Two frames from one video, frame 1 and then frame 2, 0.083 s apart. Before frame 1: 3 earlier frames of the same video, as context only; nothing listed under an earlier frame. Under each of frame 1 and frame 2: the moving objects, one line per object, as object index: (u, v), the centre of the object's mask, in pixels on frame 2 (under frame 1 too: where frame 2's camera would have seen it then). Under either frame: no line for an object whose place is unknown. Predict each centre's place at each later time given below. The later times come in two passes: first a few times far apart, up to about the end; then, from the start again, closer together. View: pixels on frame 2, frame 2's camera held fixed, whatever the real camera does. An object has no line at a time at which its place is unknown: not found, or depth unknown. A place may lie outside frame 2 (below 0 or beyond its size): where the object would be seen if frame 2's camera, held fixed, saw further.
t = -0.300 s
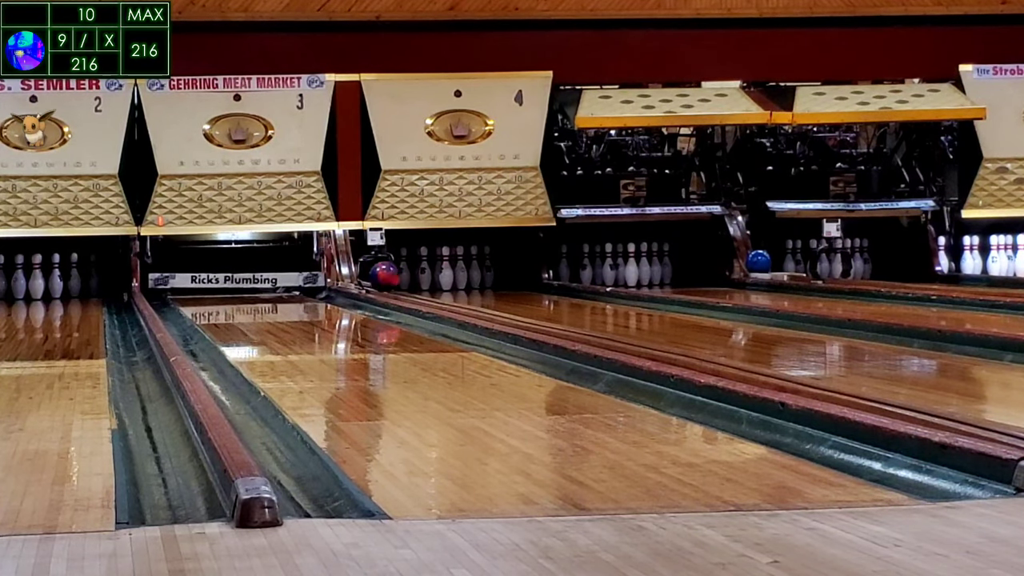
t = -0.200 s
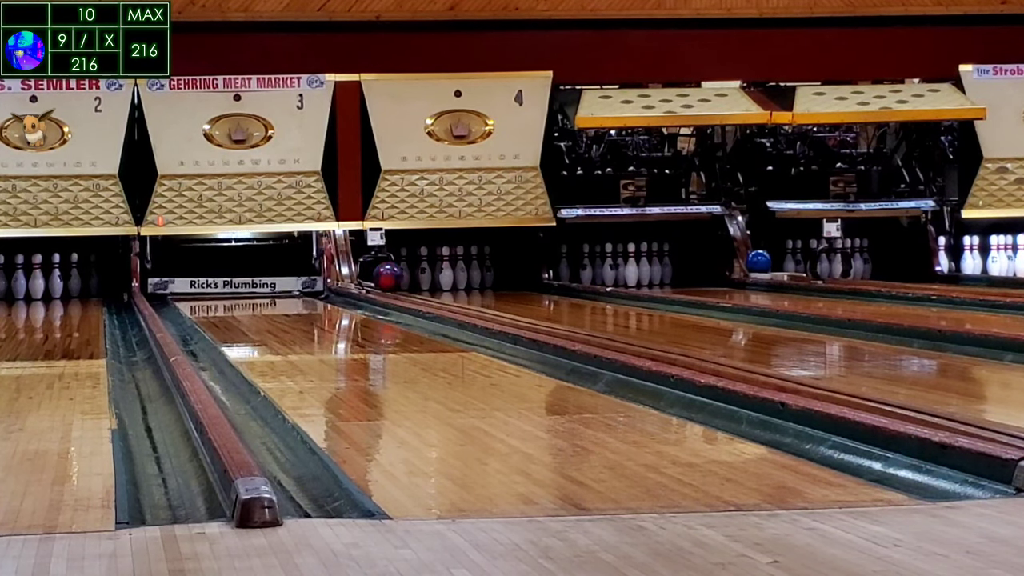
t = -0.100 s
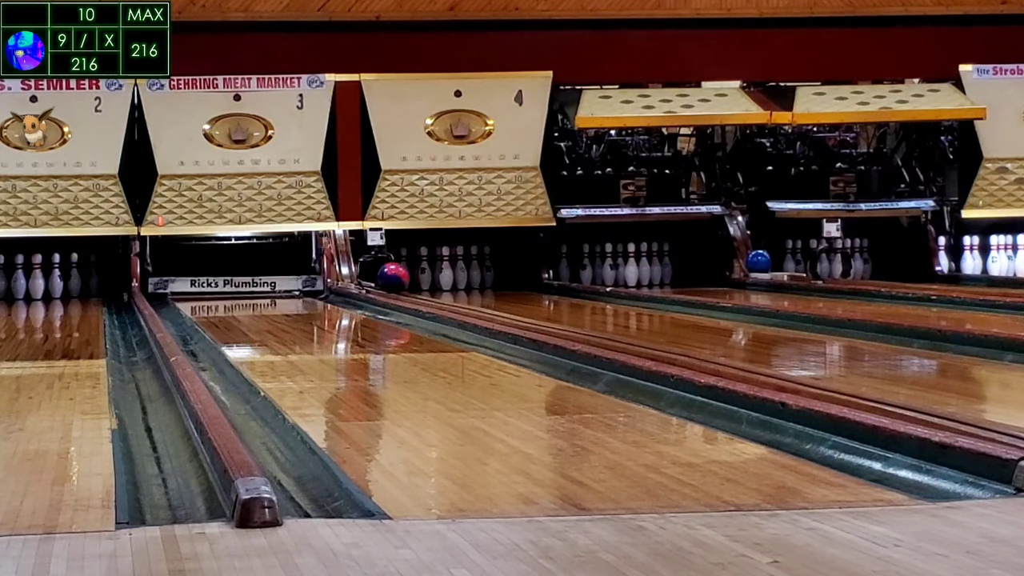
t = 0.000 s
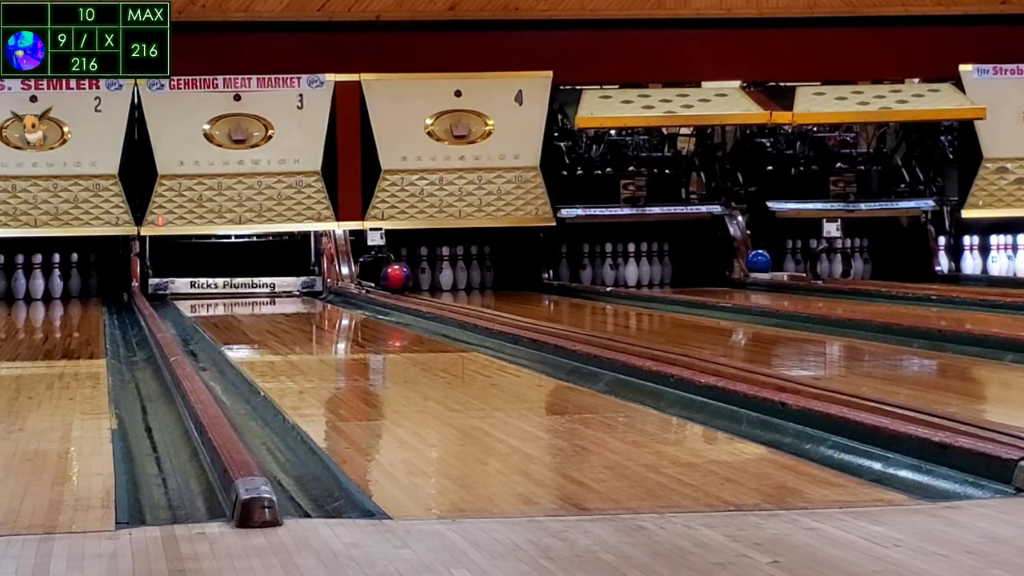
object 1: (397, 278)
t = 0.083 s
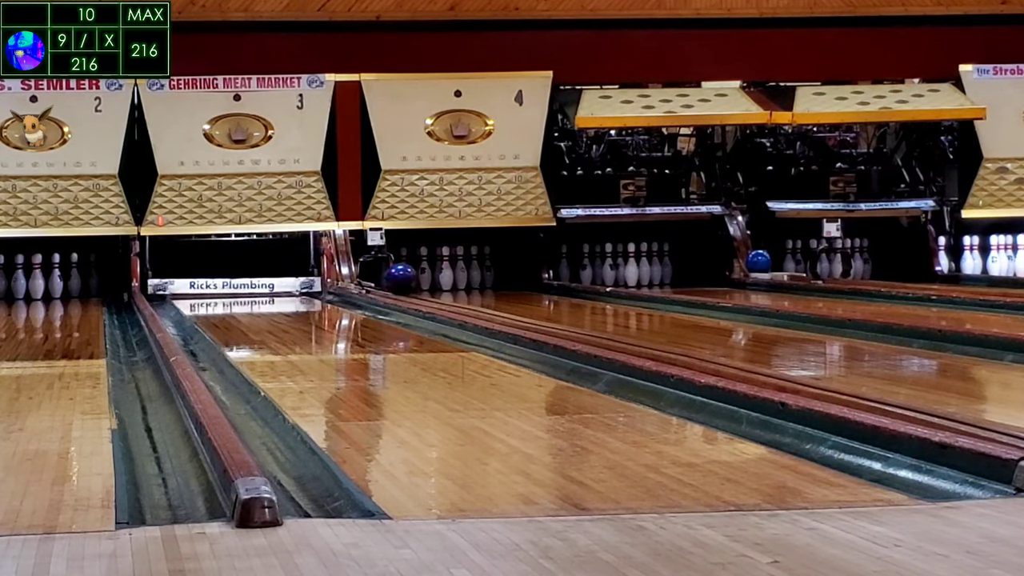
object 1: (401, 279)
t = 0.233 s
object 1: (408, 280)
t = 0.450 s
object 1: (420, 282)
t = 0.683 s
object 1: (432, 284)
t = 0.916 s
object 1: (445, 287)
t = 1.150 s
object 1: (457, 288)
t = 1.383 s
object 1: (474, 291)
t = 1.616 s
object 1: (492, 294)
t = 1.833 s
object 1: (510, 297)
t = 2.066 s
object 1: (531, 301)
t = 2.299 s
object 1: (554, 304)
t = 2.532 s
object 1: (579, 308)
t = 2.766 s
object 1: (607, 313)
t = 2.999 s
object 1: (640, 318)
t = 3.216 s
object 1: (674, 323)
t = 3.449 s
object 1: (714, 331)
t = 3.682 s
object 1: (762, 341)
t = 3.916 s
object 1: (818, 351)
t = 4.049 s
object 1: (855, 358)
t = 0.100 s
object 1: (402, 279)
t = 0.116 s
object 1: (403, 279)
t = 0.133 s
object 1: (404, 279)
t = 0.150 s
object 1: (404, 280)
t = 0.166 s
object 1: (405, 280)
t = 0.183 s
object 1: (406, 279)
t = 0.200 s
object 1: (407, 279)
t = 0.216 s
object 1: (407, 279)
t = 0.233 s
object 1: (408, 280)
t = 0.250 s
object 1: (409, 280)
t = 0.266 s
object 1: (410, 280)
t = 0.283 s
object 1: (410, 280)
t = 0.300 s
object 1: (411, 280)
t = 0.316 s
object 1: (411, 280)
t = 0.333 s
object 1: (412, 281)
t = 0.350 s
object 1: (414, 281)
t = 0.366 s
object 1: (414, 282)
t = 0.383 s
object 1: (415, 281)
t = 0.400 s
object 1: (416, 281)
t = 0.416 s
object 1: (417, 282)
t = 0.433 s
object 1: (418, 282)
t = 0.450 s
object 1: (420, 282)
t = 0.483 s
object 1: (421, 283)
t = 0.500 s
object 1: (422, 283)
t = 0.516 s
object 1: (422, 282)
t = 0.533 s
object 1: (423, 282)
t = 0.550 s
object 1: (424, 283)
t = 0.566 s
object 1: (425, 283)
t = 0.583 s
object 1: (425, 283)
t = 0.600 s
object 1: (427, 283)
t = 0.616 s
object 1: (428, 283)
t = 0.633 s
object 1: (429, 283)
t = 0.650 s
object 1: (430, 283)
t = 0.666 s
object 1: (431, 284)
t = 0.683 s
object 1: (432, 284)
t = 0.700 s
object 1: (433, 284)
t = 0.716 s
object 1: (435, 284)
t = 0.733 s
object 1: (435, 285)
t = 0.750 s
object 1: (436, 285)
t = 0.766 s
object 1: (436, 285)
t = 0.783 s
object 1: (437, 285)
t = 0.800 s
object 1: (438, 286)
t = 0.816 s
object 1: (439, 286)
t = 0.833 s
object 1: (440, 286)
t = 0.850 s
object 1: (441, 286)
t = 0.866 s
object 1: (442, 286)
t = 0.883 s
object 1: (444, 286)
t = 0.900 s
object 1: (444, 286)
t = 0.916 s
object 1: (445, 287)
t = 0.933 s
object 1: (446, 287)
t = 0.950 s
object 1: (447, 287)
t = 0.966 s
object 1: (448, 287)
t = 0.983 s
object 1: (448, 287)
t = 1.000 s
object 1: (449, 287)
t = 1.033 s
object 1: (450, 287)
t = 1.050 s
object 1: (451, 288)
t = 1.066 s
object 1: (452, 288)
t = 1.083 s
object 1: (453, 287)
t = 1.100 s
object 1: (454, 287)
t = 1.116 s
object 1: (455, 288)
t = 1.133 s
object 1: (456, 288)
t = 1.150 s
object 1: (457, 288)
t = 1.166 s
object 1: (459, 288)
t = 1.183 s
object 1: (460, 288)
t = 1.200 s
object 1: (462, 289)
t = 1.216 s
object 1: (463, 289)
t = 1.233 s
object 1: (463, 289)
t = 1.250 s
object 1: (465, 289)
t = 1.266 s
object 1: (466, 289)
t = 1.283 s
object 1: (467, 290)
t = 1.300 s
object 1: (468, 290)
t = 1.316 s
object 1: (469, 290)
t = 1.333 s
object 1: (471, 290)
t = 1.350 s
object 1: (471, 291)
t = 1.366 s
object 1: (473, 291)
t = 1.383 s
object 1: (474, 291)
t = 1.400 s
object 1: (475, 291)
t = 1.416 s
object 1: (477, 292)
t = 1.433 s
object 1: (478, 292)
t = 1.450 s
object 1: (479, 292)
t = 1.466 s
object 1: (480, 292)
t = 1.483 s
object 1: (482, 292)
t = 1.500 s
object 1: (483, 293)
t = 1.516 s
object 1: (484, 293)
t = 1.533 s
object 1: (486, 293)
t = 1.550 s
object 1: (487, 293)
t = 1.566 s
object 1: (489, 293)
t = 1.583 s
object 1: (490, 294)
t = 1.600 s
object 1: (491, 294)
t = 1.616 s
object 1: (492, 294)
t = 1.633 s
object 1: (493, 294)
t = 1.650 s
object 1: (494, 294)
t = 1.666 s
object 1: (496, 295)
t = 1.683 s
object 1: (497, 295)
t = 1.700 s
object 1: (499, 295)
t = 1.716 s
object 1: (500, 295)
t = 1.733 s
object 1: (502, 296)
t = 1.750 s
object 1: (503, 296)
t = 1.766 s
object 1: (504, 296)
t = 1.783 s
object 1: (506, 296)
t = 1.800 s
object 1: (507, 297)
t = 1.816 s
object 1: (508, 297)
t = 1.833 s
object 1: (510, 297)
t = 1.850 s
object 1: (511, 297)
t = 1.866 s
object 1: (513, 298)
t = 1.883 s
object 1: (514, 298)
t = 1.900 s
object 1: (516, 298)
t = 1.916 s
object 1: (517, 299)
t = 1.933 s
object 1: (519, 299)
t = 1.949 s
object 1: (520, 299)
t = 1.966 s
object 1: (521, 300)
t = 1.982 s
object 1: (523, 299)
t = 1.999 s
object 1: (525, 300)
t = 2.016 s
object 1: (526, 300)
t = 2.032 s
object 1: (528, 300)
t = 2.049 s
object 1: (529, 300)
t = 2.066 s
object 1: (531, 301)
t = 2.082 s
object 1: (532, 301)
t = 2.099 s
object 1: (533, 301)
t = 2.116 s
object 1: (535, 301)
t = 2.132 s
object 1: (536, 302)
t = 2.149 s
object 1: (538, 302)
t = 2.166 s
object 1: (540, 302)
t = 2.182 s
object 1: (541, 303)
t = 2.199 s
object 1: (543, 303)
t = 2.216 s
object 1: (545, 303)
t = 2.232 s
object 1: (547, 303)
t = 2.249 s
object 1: (549, 303)
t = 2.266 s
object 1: (551, 304)
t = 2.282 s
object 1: (552, 304)
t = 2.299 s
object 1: (554, 304)
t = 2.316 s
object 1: (555, 304)
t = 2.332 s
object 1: (557, 305)
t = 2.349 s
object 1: (559, 305)
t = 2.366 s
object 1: (560, 306)
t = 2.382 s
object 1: (562, 306)
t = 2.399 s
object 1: (564, 306)
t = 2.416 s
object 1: (565, 306)
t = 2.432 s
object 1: (567, 307)
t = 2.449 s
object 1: (570, 307)
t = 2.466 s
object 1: (572, 307)
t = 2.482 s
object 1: (574, 307)
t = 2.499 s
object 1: (576, 307)
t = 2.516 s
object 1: (578, 308)
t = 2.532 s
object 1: (579, 308)
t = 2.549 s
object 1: (581, 308)
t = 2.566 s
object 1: (583, 309)
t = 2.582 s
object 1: (585, 309)
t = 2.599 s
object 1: (587, 309)
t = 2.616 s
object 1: (589, 309)
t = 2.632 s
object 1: (591, 310)
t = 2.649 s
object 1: (593, 310)
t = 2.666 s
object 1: (595, 310)
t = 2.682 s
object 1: (597, 311)
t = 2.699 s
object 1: (600, 311)
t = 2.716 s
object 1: (602, 311)
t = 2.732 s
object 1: (604, 312)
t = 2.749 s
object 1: (605, 312)
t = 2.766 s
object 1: (607, 313)
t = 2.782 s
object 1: (609, 313)
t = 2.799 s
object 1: (611, 314)
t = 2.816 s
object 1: (614, 314)
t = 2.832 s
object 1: (616, 314)
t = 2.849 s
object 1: (618, 315)
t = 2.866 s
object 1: (621, 315)
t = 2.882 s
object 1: (623, 316)
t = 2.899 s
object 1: (626, 316)
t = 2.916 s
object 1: (628, 316)
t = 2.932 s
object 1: (630, 317)
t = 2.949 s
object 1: (633, 317)
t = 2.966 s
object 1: (635, 317)
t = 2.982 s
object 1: (637, 318)
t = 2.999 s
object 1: (640, 318)
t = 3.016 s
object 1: (642, 319)
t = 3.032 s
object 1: (645, 319)
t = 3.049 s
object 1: (648, 319)
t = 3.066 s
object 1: (650, 320)
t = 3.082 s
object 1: (653, 320)
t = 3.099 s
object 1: (655, 321)
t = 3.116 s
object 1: (657, 321)
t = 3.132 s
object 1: (660, 321)
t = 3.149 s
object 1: (662, 321)
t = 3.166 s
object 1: (665, 322)
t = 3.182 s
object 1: (668, 322)
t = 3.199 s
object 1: (671, 323)
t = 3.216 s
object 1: (674, 323)
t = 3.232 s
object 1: (677, 324)
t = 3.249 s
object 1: (679, 324)
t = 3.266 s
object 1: (682, 325)
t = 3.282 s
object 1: (684, 325)
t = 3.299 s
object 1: (687, 326)
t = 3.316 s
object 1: (690, 326)
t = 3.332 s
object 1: (692, 327)
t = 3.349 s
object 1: (695, 328)
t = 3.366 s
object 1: (699, 328)
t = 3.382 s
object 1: (702, 329)
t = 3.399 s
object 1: (705, 329)
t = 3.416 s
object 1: (708, 330)
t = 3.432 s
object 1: (711, 330)
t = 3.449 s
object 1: (714, 331)
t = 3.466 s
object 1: (717, 332)
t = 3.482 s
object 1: (720, 333)
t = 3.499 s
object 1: (723, 333)
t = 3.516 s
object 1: (726, 334)
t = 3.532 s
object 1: (729, 334)
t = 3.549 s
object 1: (733, 335)
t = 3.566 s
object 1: (736, 336)
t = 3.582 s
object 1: (740, 336)
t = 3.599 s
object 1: (744, 337)
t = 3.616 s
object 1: (748, 338)
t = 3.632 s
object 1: (751, 338)
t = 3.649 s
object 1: (755, 339)
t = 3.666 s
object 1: (759, 340)
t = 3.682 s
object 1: (762, 341)
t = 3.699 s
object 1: (765, 342)
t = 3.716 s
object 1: (769, 342)
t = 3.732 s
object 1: (773, 343)
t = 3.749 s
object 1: (776, 344)
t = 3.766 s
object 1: (781, 344)
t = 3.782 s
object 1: (785, 345)
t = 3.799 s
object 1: (789, 346)
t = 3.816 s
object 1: (793, 346)
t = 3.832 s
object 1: (797, 347)
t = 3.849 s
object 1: (801, 348)
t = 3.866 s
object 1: (805, 349)
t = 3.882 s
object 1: (809, 350)
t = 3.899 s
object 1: (814, 351)
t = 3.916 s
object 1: (818, 351)
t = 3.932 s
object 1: (823, 352)
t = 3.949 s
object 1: (827, 353)
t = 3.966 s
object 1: (831, 353)
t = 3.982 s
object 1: (836, 354)
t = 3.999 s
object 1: (841, 355)
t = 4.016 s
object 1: (846, 356)
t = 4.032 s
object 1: (850, 357)
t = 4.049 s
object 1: (855, 358)
